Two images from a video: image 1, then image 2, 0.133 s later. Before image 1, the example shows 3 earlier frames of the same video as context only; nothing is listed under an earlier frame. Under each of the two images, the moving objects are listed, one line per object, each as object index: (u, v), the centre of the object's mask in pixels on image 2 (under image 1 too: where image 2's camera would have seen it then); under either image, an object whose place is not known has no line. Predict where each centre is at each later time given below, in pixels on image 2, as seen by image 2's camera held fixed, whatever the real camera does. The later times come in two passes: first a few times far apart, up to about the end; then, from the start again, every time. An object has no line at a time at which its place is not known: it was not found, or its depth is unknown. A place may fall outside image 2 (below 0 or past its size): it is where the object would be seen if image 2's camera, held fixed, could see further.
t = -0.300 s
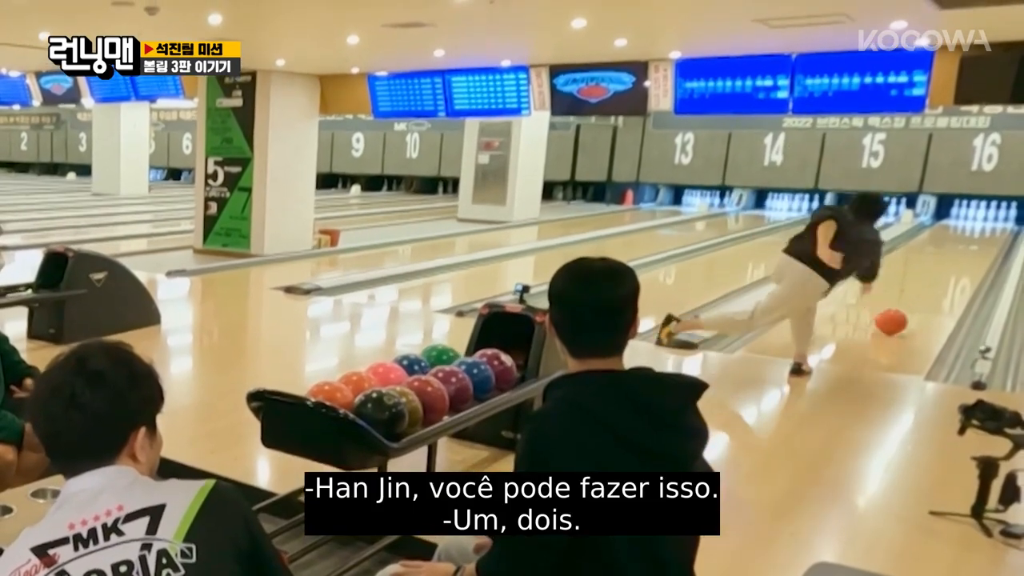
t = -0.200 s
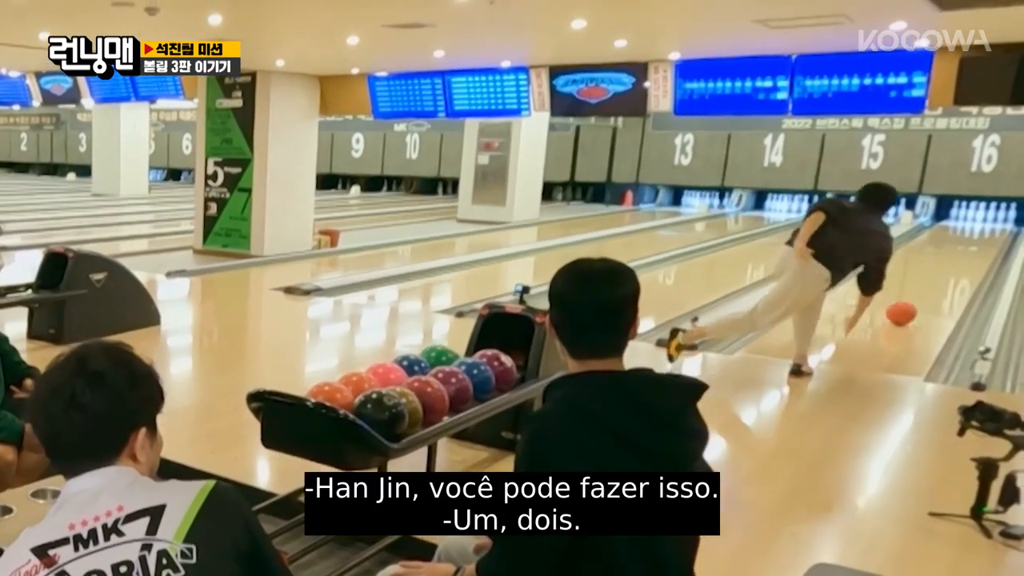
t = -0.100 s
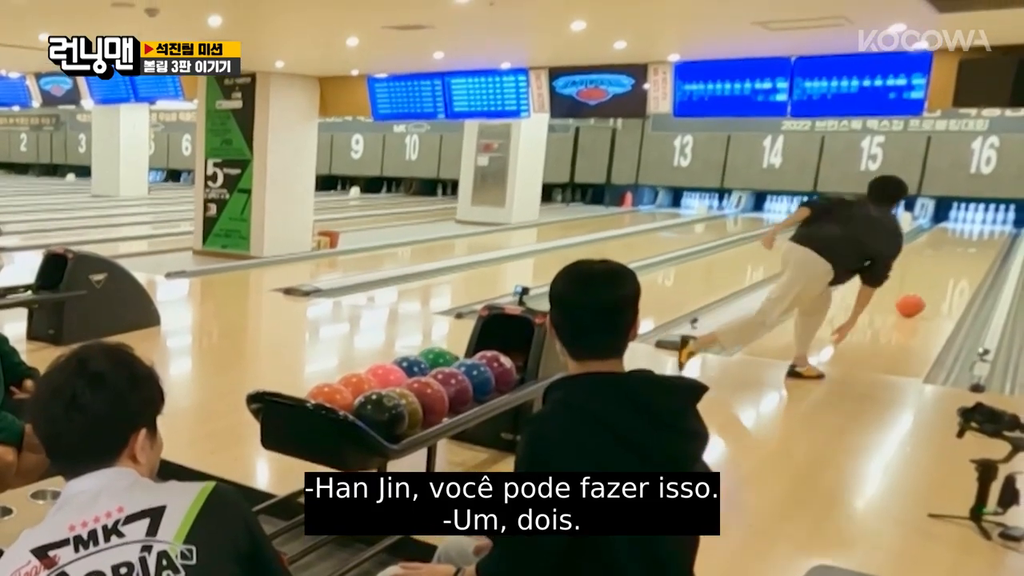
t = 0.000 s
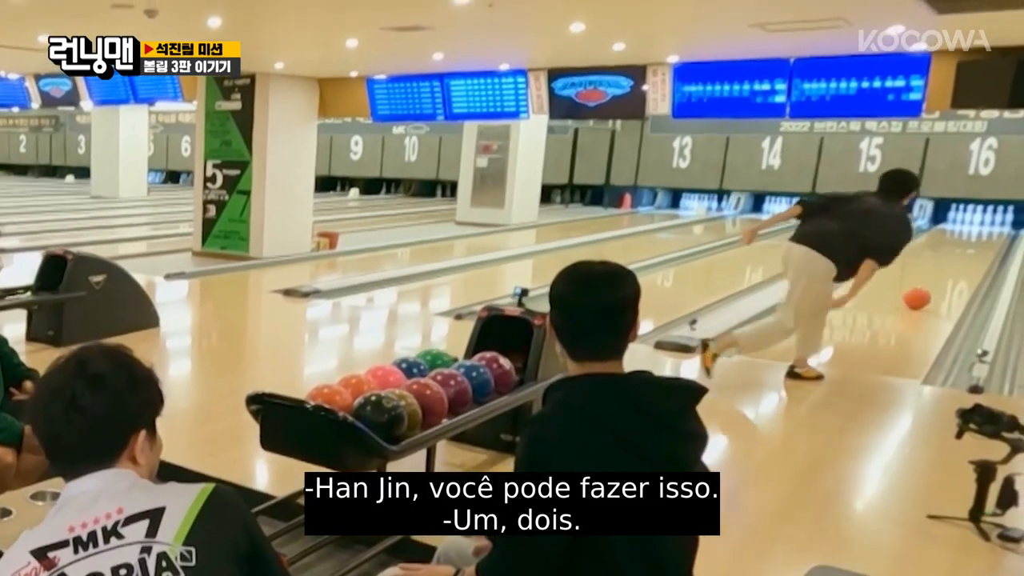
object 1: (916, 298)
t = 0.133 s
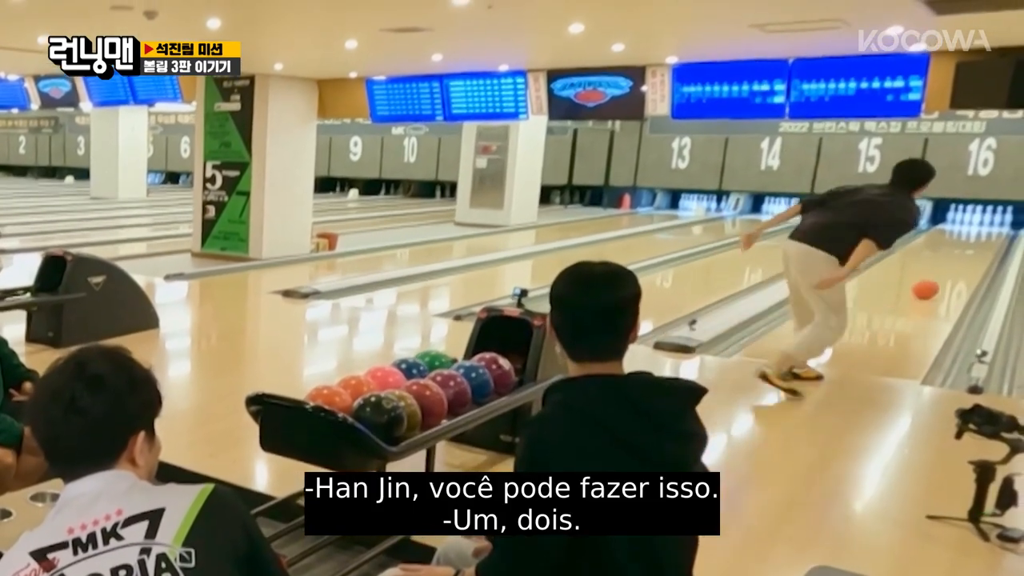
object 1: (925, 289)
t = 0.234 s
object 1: (932, 283)
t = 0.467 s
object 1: (945, 268)
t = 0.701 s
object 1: (957, 258)
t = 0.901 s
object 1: (963, 252)
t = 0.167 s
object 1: (927, 287)
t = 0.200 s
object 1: (930, 285)
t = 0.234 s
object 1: (932, 283)
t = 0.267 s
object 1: (933, 280)
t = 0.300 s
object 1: (935, 278)
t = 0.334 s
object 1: (938, 277)
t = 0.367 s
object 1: (940, 275)
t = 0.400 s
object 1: (942, 274)
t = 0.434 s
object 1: (944, 271)
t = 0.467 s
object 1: (945, 268)
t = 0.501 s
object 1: (947, 267)
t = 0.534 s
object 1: (949, 266)
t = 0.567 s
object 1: (951, 264)
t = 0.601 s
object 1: (953, 263)
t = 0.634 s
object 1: (954, 262)
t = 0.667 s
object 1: (955, 260)
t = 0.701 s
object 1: (957, 258)
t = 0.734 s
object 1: (958, 258)
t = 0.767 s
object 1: (959, 256)
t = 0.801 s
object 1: (961, 255)
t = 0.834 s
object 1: (962, 253)
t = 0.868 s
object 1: (963, 253)
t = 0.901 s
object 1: (963, 252)
